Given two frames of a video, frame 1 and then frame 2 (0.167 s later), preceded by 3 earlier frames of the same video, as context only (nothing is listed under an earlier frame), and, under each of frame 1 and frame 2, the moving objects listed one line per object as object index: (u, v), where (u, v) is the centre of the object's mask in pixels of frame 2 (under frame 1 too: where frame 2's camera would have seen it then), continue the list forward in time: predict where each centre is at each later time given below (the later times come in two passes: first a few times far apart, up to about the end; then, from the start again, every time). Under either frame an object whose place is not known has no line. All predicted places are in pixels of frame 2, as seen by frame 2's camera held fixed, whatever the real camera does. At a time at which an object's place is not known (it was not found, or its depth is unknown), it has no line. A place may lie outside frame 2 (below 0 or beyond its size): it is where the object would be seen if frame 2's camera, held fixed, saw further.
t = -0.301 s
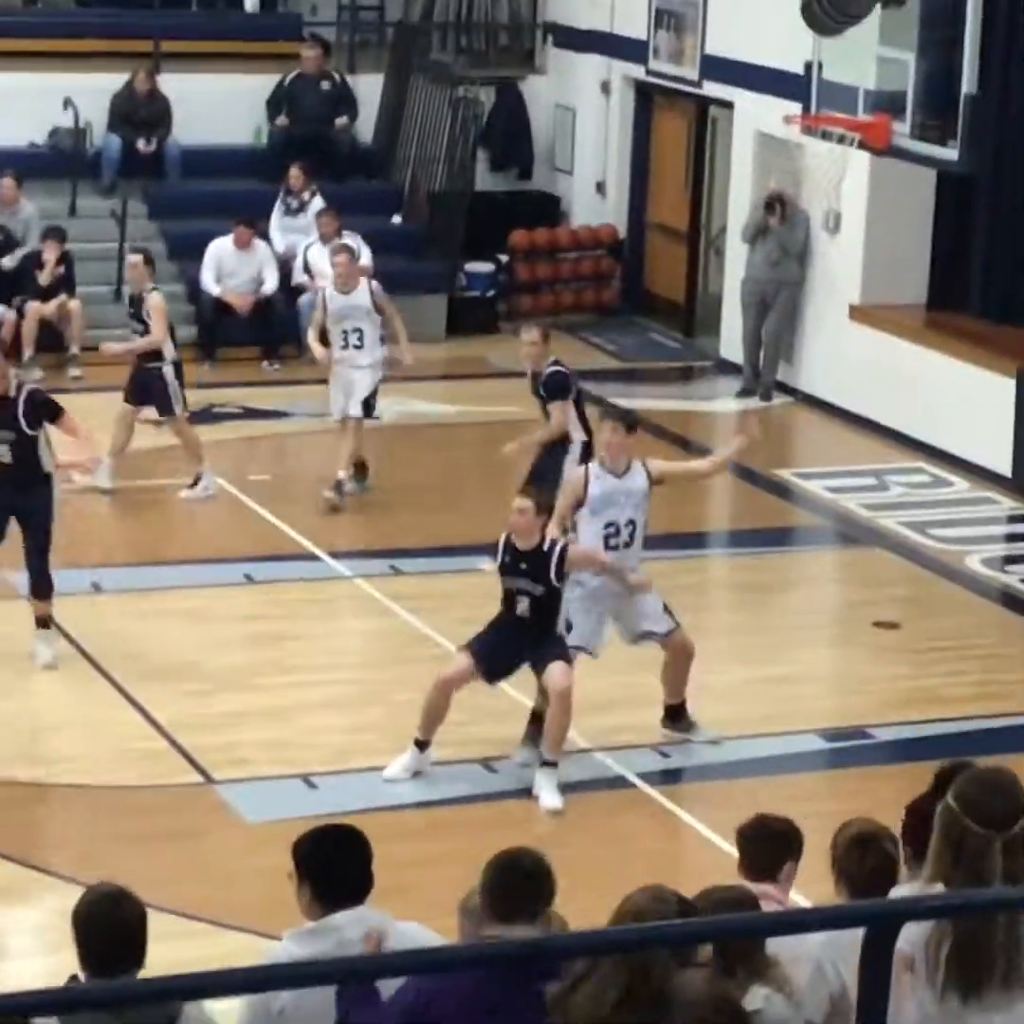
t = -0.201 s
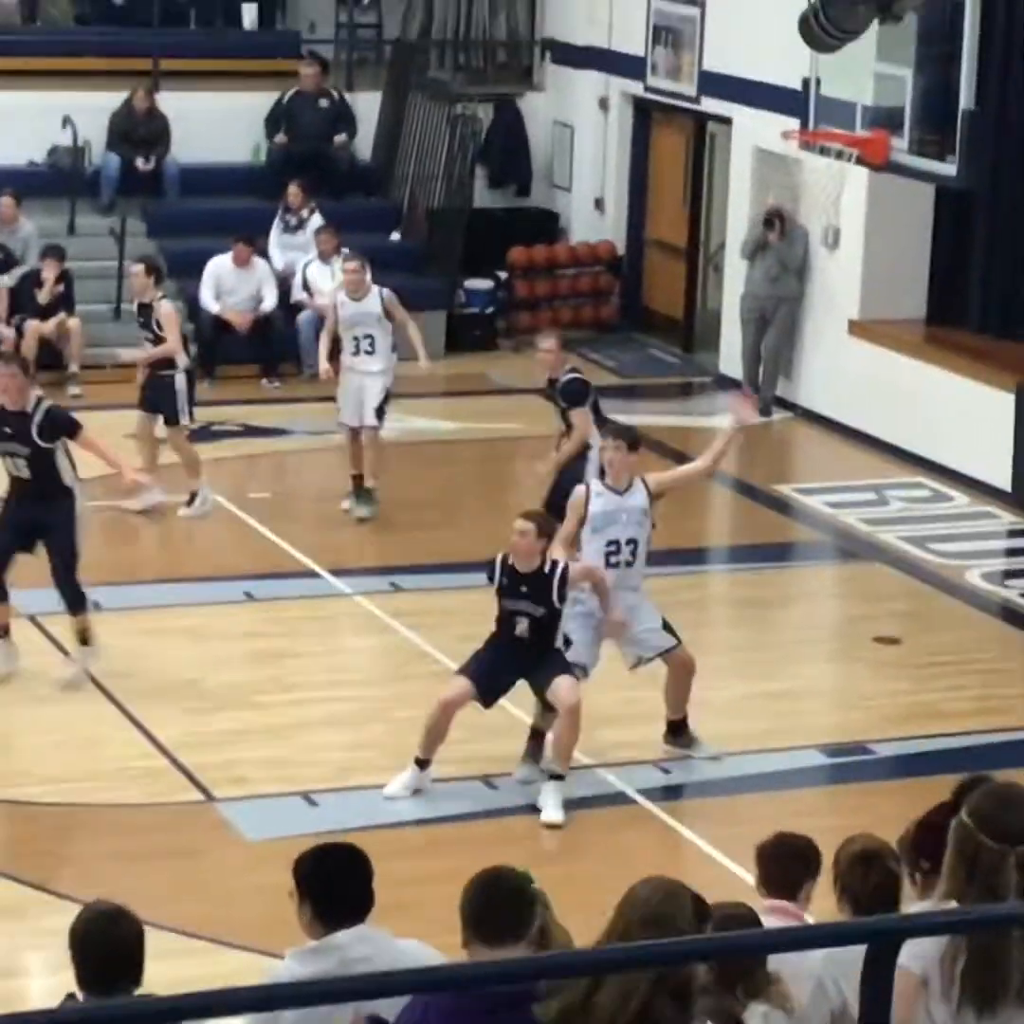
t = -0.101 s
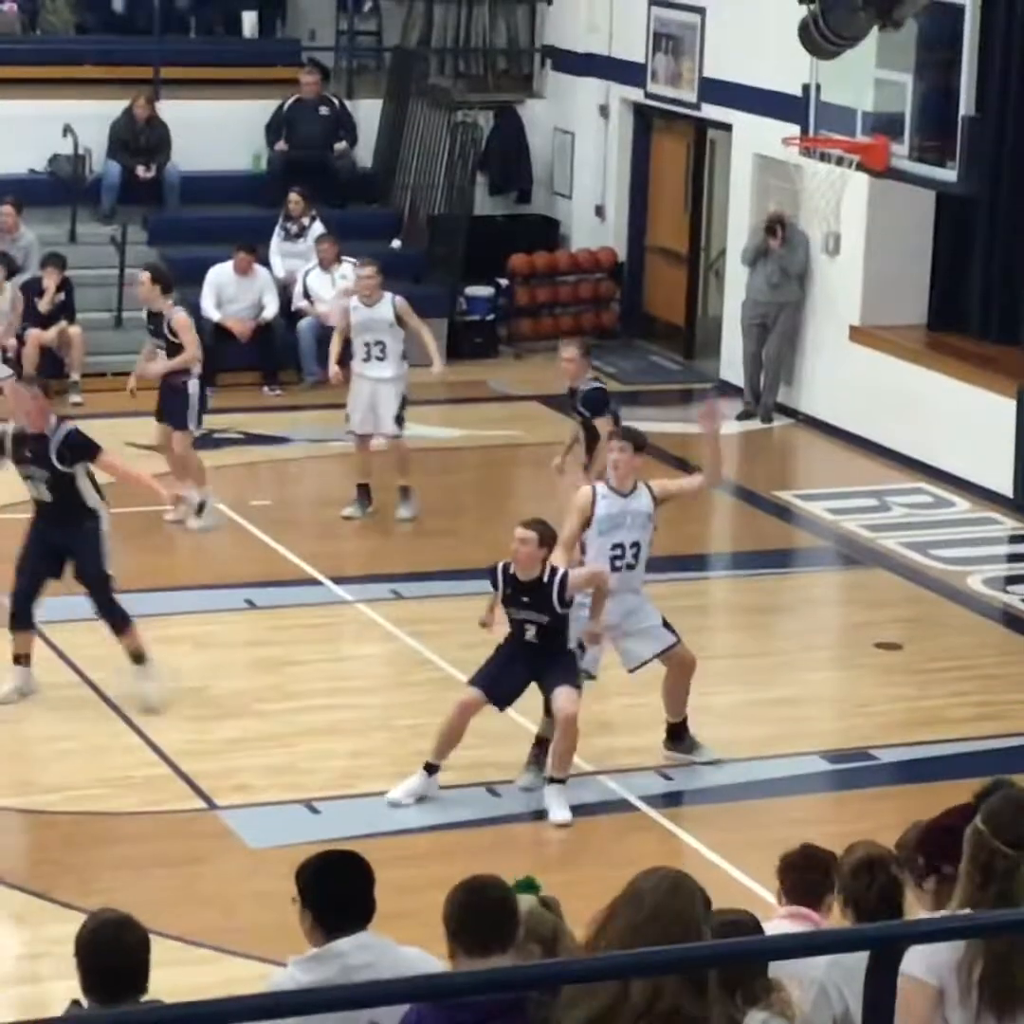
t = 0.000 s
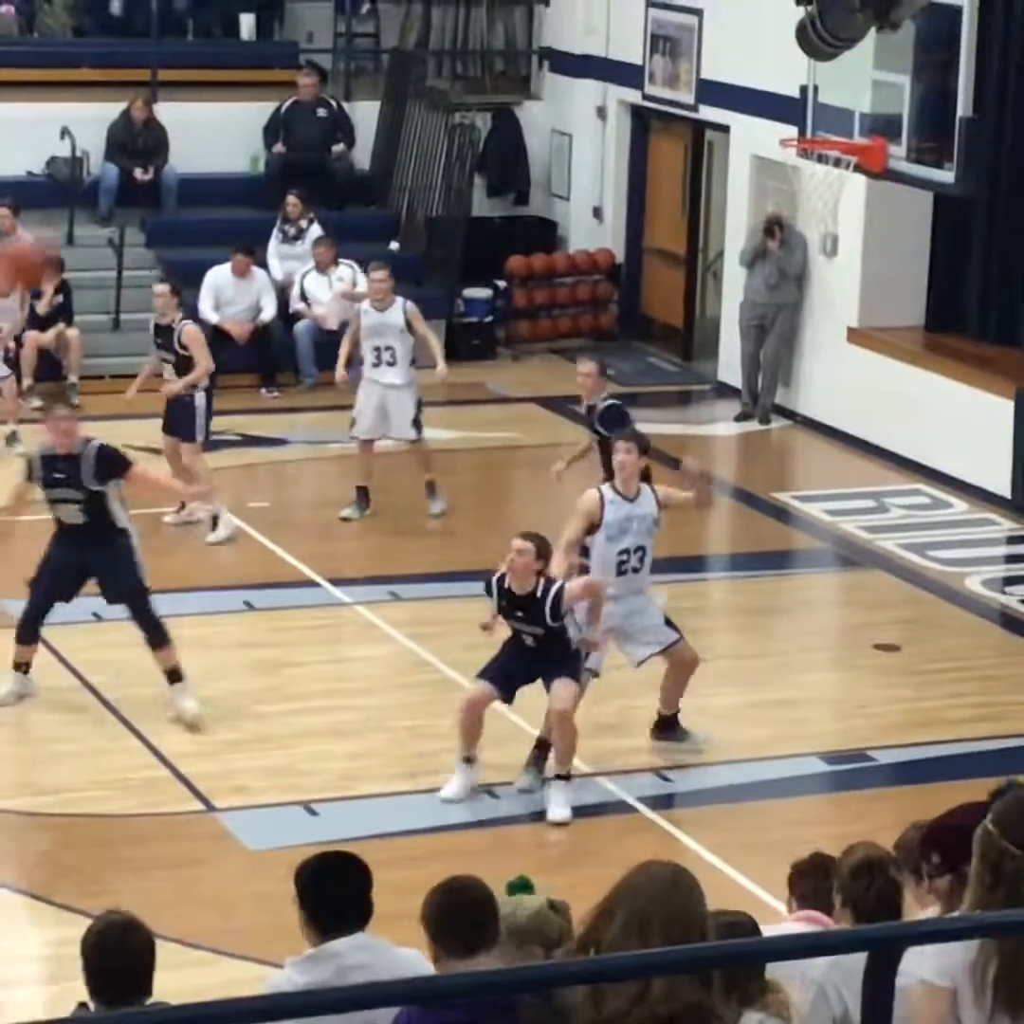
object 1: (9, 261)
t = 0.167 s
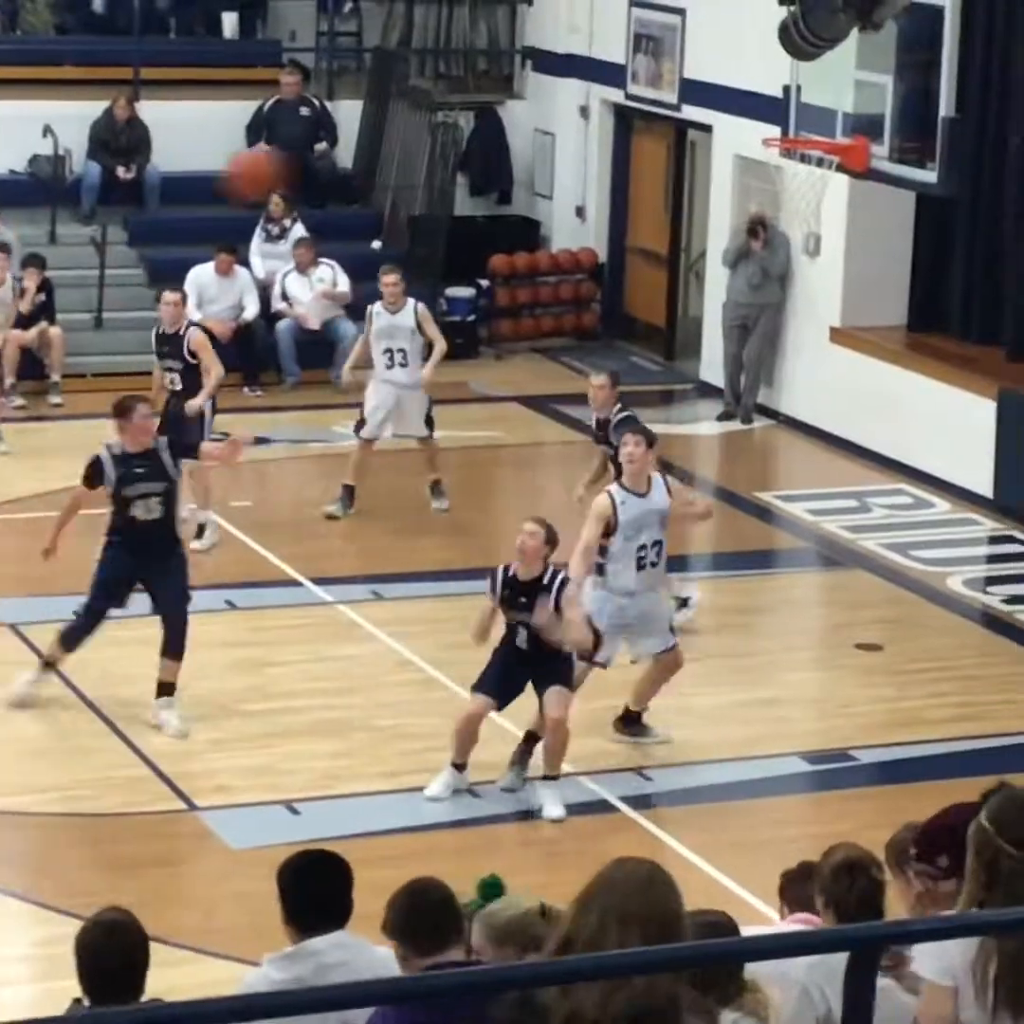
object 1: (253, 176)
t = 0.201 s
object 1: (302, 167)
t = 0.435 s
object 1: (597, 167)
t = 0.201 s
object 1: (302, 167)
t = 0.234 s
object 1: (346, 159)
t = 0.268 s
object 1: (390, 154)
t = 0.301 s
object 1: (433, 152)
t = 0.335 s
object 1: (478, 153)
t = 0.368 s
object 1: (514, 157)
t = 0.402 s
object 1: (556, 160)
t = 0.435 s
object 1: (597, 167)
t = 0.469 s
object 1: (633, 175)
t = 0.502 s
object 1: (667, 186)
